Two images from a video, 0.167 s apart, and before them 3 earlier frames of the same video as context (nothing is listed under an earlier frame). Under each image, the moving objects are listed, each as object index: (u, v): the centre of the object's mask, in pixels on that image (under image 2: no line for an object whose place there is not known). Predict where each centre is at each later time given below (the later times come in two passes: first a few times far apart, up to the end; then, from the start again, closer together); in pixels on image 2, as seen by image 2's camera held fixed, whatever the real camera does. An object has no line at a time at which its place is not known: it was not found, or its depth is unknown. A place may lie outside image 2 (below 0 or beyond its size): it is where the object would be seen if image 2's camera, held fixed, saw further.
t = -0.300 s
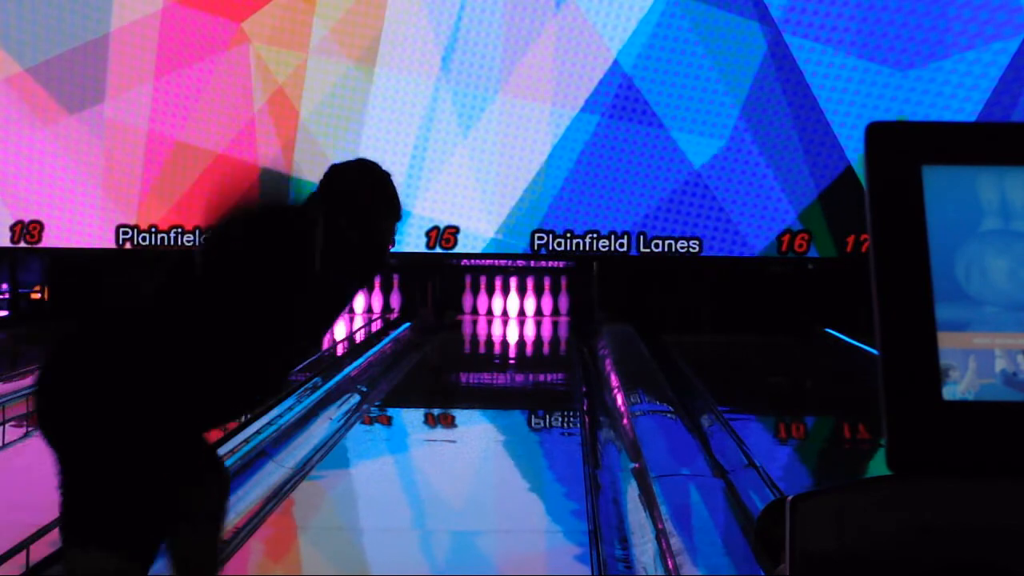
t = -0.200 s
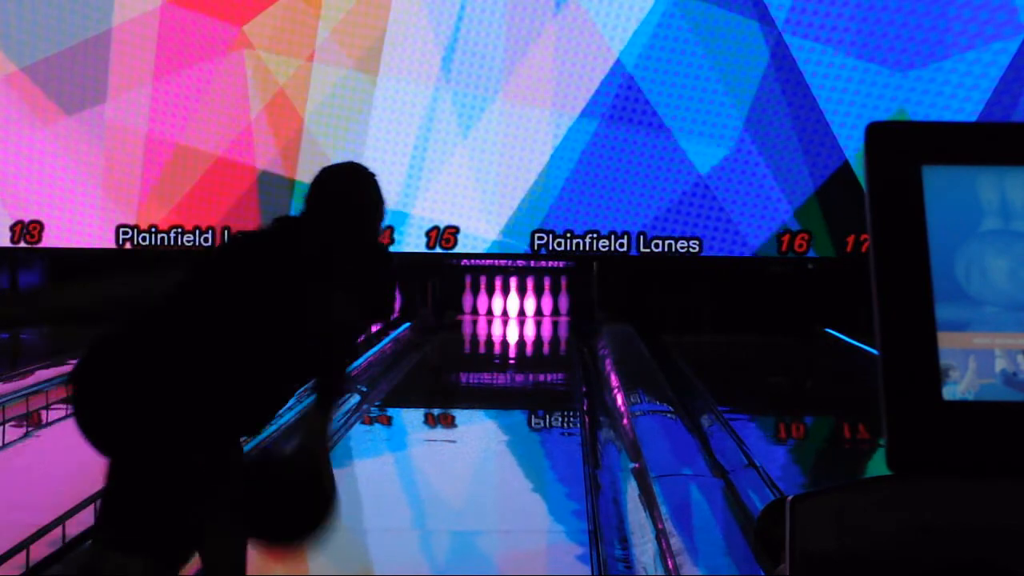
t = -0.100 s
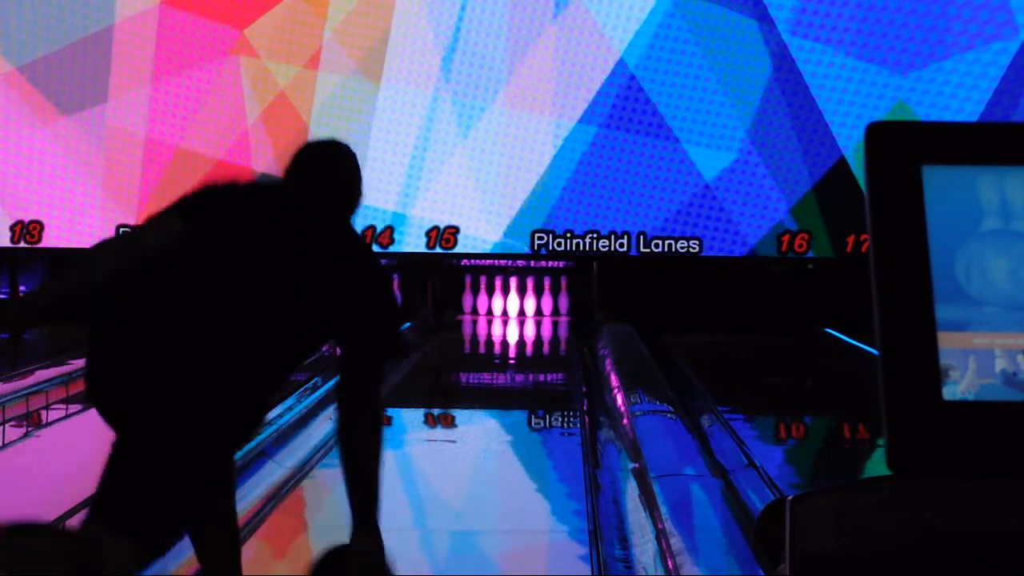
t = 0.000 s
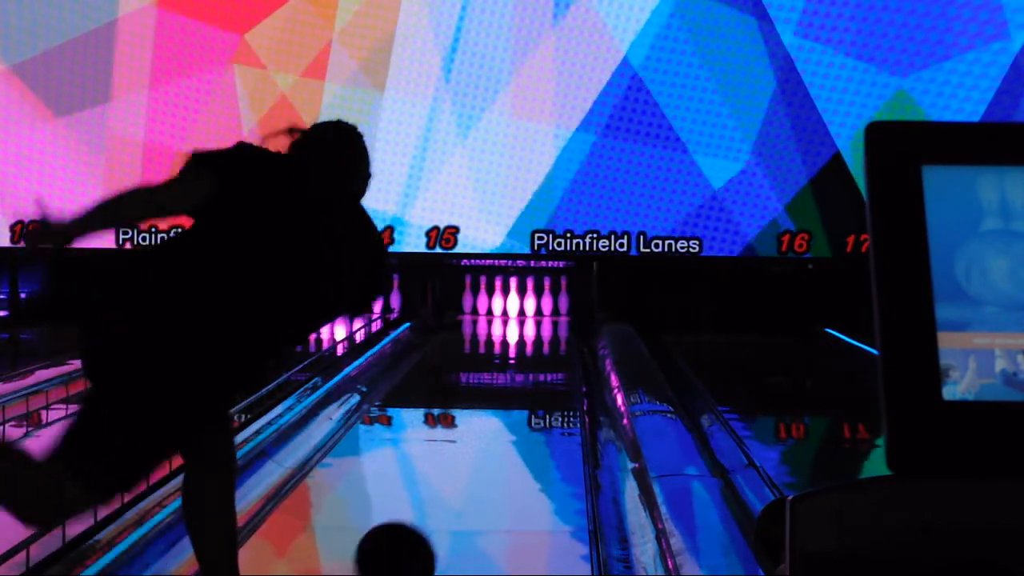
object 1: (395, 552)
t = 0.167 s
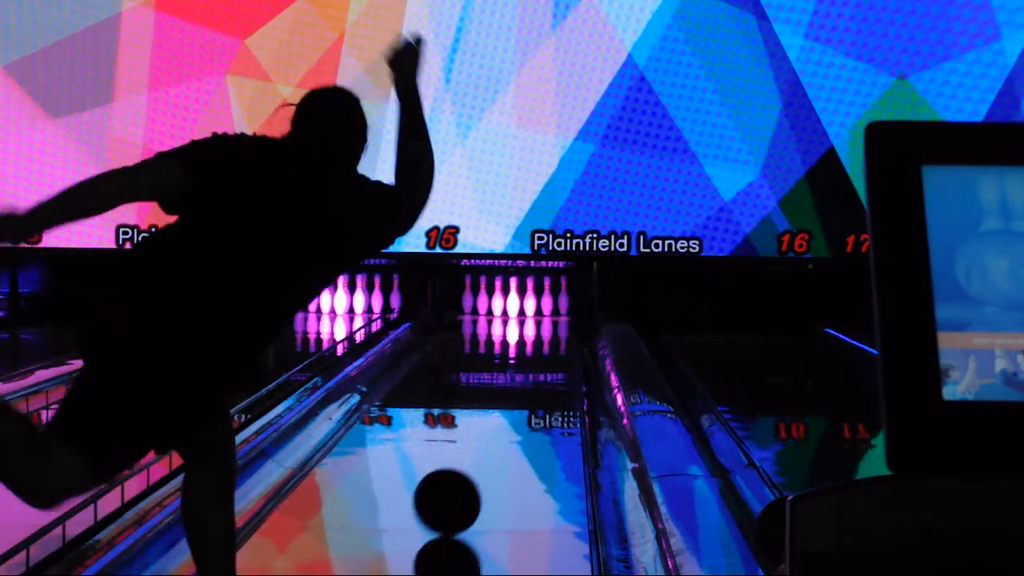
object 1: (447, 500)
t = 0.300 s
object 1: (477, 466)
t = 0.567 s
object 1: (518, 417)
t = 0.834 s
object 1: (543, 386)
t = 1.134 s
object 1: (559, 357)
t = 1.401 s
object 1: (562, 342)
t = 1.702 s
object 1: (559, 324)
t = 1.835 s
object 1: (554, 319)
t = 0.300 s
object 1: (477, 466)
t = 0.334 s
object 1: (483, 459)
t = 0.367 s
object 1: (489, 452)
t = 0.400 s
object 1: (495, 446)
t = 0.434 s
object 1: (500, 439)
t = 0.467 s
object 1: (505, 434)
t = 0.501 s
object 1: (509, 428)
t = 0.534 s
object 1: (514, 422)
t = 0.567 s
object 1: (518, 417)
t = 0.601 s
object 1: (522, 412)
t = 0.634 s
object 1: (526, 407)
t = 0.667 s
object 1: (529, 403)
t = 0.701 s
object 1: (532, 399)
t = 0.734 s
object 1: (536, 395)
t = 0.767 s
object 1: (539, 392)
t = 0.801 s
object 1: (541, 389)
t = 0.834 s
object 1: (543, 386)
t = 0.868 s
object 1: (545, 381)
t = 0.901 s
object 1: (548, 379)
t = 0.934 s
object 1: (549, 377)
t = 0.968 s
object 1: (551, 373)
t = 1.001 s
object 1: (553, 371)
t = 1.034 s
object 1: (555, 367)
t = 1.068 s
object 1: (556, 363)
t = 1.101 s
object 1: (557, 361)
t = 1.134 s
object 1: (559, 357)
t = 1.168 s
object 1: (560, 356)
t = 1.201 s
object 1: (560, 352)
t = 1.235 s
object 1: (561, 351)
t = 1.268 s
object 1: (562, 350)
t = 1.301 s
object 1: (562, 347)
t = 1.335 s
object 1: (562, 344)
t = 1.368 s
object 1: (562, 343)
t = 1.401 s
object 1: (562, 342)
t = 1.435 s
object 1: (562, 340)
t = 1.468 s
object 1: (563, 338)
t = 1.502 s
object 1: (563, 336)
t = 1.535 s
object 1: (563, 335)
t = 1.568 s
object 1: (562, 334)
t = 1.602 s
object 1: (562, 333)
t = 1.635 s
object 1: (560, 329)
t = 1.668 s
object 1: (560, 327)
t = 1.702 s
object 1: (559, 324)
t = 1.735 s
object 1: (558, 323)
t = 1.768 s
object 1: (557, 322)
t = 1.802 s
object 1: (556, 320)
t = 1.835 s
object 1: (554, 319)
